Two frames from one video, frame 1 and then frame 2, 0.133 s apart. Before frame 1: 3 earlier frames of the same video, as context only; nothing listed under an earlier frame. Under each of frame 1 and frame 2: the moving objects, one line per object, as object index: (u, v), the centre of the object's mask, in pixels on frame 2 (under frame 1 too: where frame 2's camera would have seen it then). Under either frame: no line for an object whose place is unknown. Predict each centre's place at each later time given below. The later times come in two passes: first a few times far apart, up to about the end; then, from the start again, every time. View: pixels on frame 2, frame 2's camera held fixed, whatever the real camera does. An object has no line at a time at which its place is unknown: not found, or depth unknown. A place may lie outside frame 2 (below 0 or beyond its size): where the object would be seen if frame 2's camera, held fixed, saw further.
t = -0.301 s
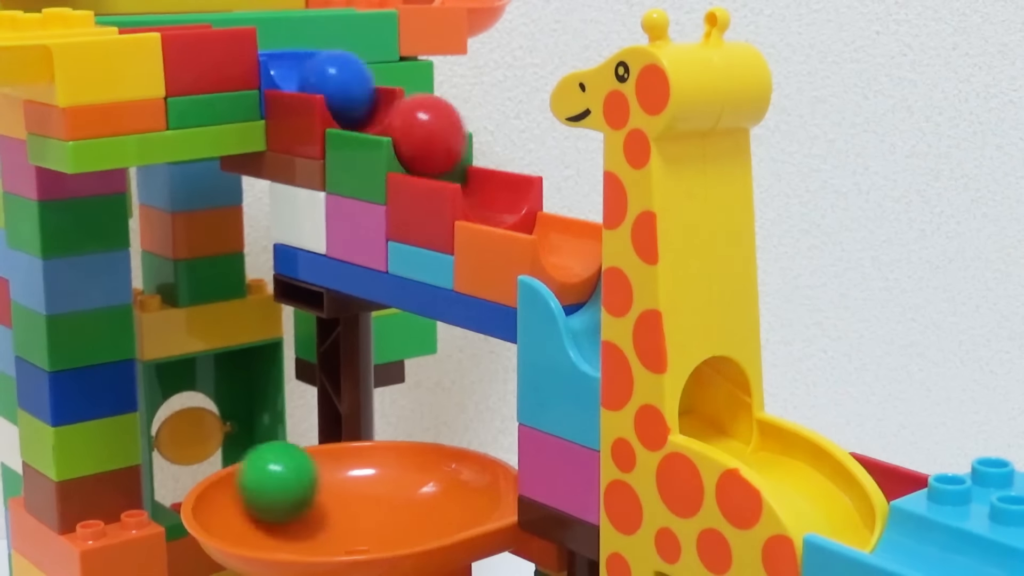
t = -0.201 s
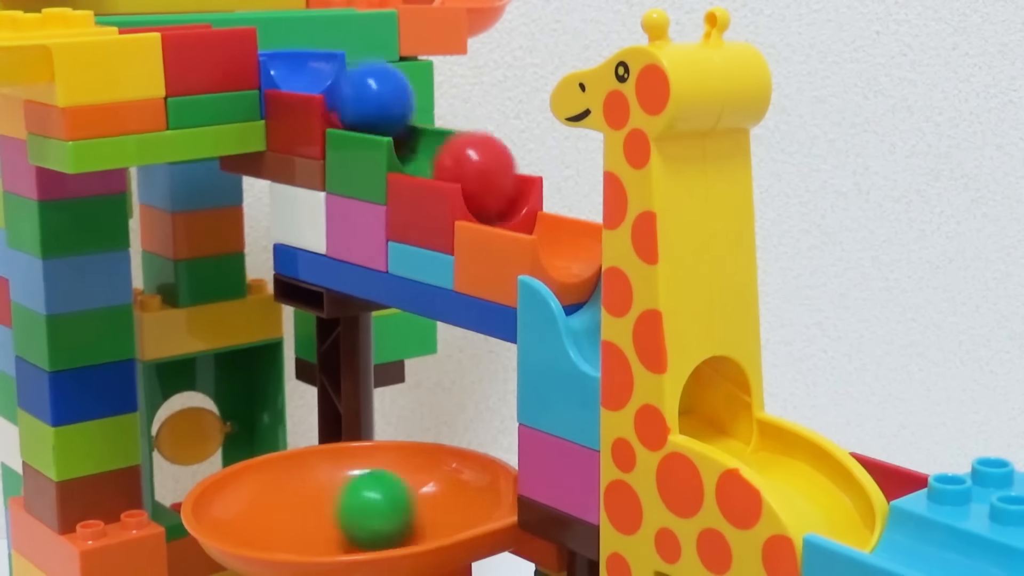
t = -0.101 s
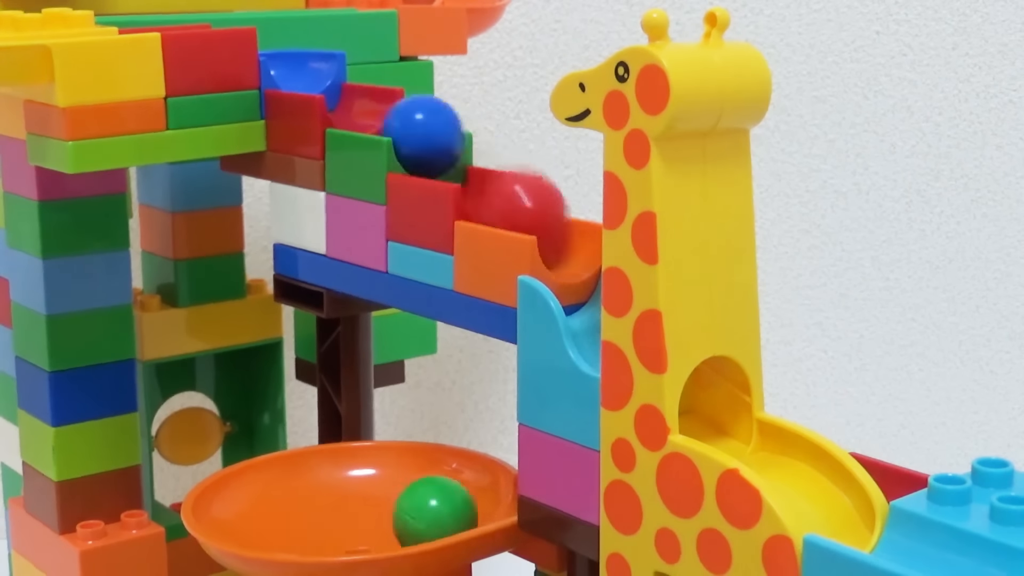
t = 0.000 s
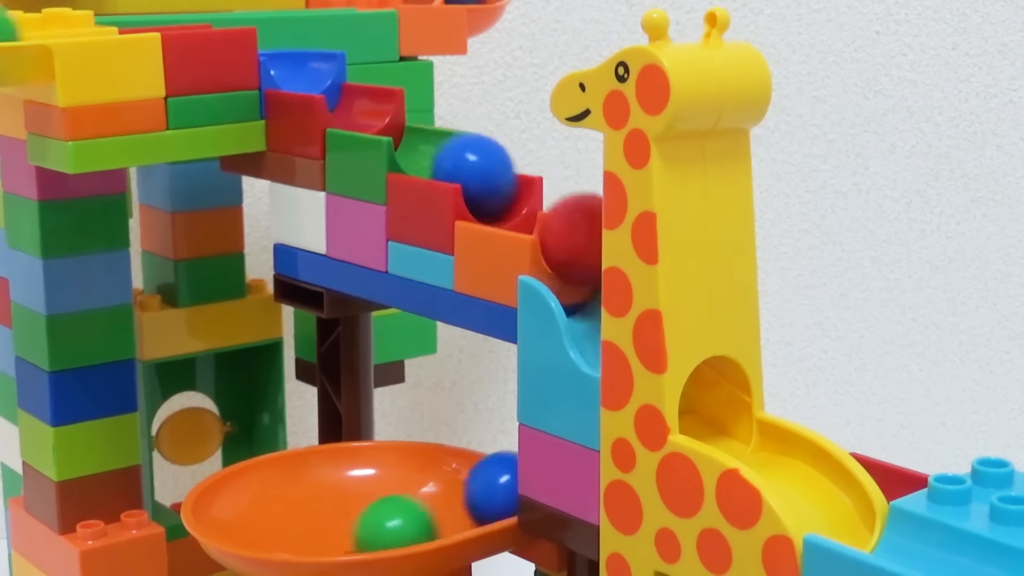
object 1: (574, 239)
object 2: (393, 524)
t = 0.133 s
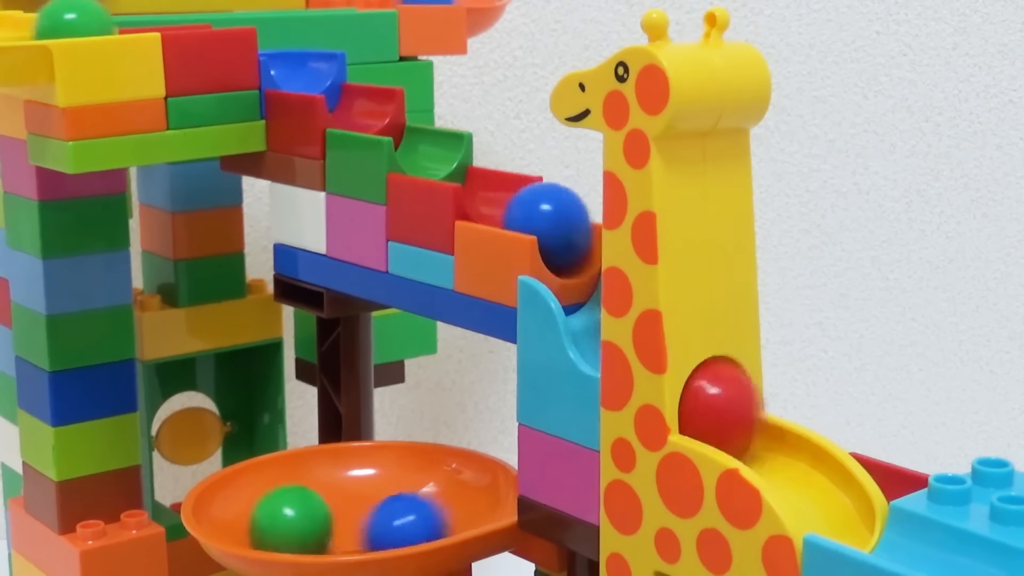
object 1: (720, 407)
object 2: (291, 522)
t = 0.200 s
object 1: (817, 452)
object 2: (275, 498)
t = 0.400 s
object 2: (394, 507)
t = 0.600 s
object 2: (367, 529)
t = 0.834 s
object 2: (327, 490)
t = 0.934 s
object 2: (390, 506)
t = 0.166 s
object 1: (761, 422)
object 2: (282, 515)
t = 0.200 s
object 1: (817, 452)
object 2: (275, 498)
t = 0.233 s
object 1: (871, 511)
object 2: (281, 475)
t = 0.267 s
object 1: (916, 528)
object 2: (298, 466)
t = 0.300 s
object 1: (966, 542)
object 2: (320, 471)
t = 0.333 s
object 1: (998, 548)
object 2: (343, 483)
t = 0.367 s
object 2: (368, 497)
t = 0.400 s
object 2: (394, 507)
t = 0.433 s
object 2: (414, 511)
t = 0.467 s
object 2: (423, 514)
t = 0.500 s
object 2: (423, 516)
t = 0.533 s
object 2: (414, 520)
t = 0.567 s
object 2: (393, 523)
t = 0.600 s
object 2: (367, 529)
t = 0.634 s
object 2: (341, 530)
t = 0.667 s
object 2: (318, 530)
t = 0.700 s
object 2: (302, 525)
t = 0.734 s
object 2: (295, 518)
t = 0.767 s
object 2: (298, 507)
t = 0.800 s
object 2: (309, 496)
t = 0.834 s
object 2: (327, 490)
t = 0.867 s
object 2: (348, 490)
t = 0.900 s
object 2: (370, 496)
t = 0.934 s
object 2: (390, 506)
